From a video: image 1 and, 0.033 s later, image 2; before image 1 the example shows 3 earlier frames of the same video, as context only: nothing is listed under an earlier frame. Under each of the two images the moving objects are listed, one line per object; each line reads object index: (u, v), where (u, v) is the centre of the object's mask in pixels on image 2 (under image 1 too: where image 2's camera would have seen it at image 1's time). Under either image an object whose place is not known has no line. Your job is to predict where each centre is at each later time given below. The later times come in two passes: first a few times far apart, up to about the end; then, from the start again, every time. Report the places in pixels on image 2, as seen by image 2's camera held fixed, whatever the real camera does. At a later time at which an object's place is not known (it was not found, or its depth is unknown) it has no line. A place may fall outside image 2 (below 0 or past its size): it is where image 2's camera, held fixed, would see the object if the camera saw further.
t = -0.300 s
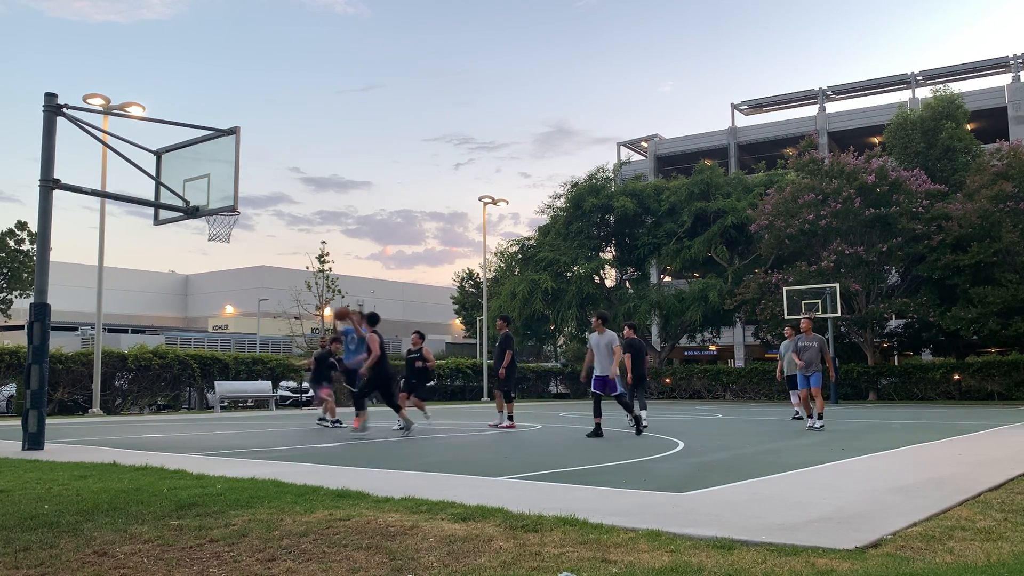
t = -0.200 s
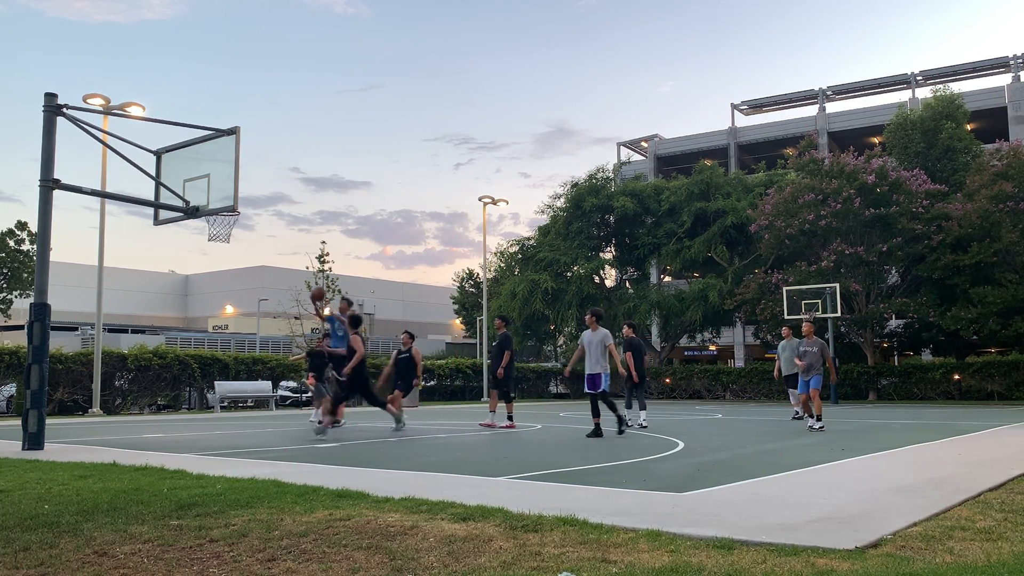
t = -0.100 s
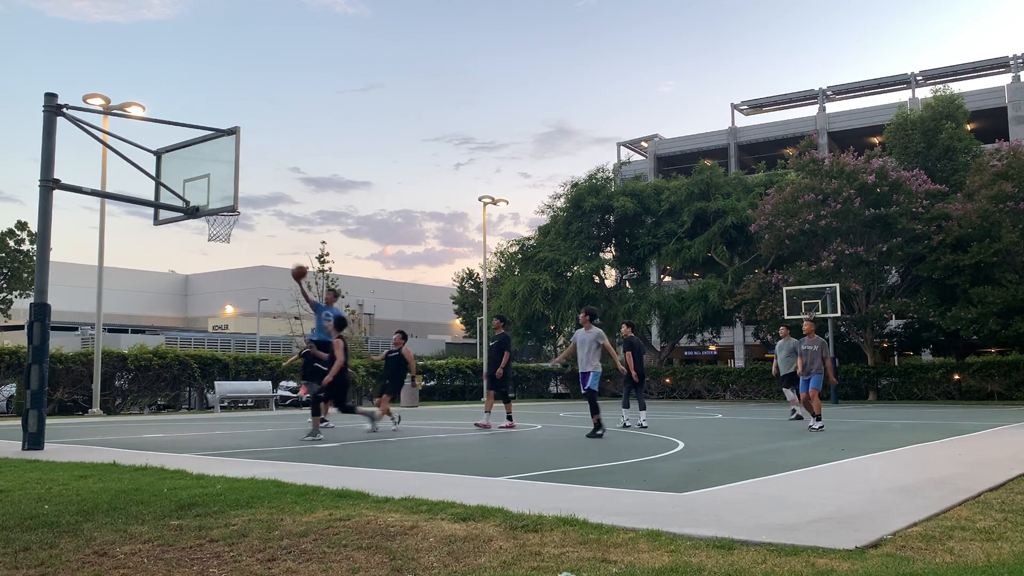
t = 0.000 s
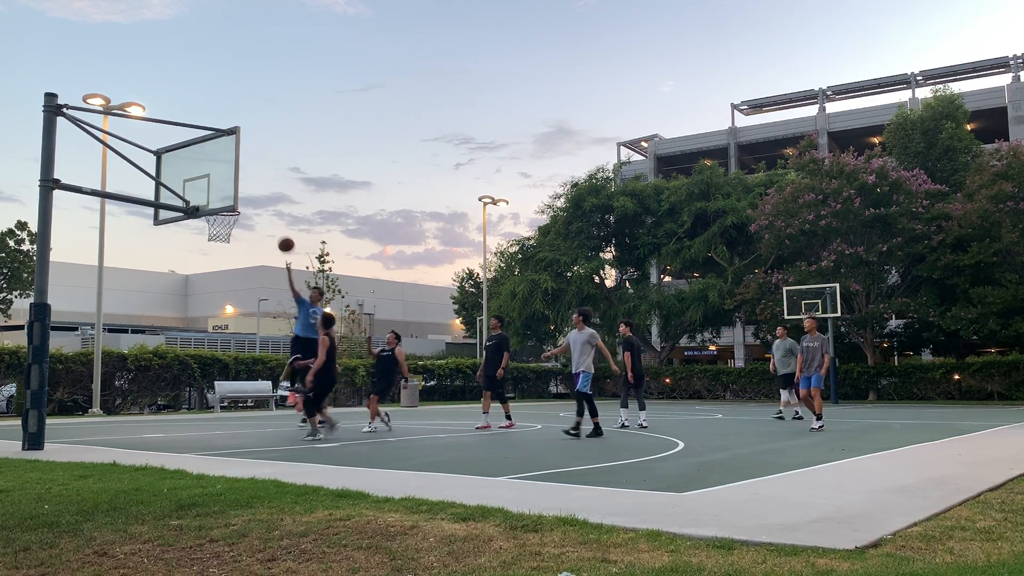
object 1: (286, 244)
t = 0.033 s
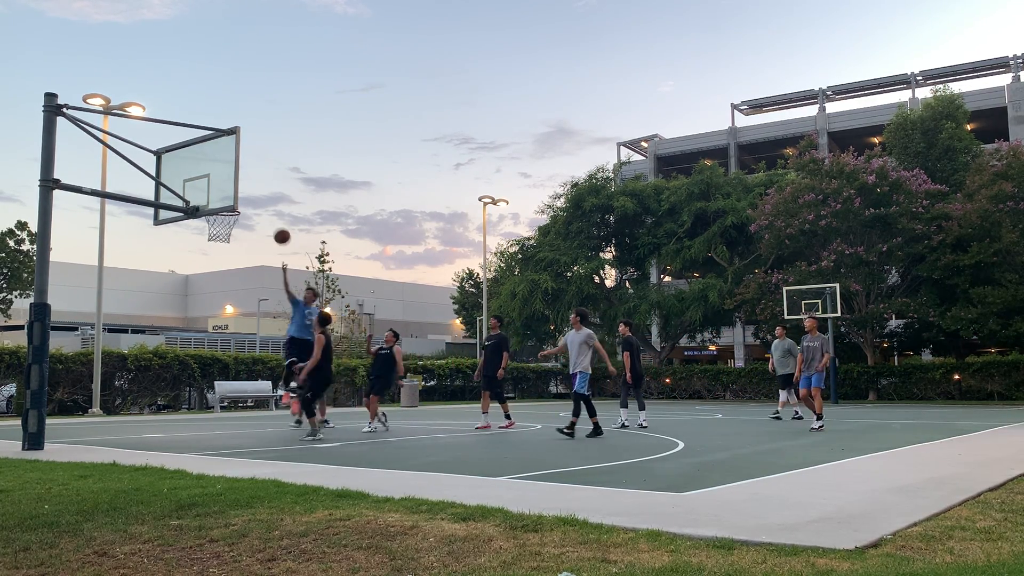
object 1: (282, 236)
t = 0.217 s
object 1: (259, 203)
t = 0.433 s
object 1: (228, 191)
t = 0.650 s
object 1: (201, 197)
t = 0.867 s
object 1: (215, 191)
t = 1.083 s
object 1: (225, 201)
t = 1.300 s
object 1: (219, 214)
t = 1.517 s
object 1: (226, 230)
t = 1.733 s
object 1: (224, 246)
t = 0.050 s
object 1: (280, 232)
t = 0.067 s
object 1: (278, 229)
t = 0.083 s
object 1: (276, 225)
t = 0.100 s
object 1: (274, 222)
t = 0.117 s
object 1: (272, 219)
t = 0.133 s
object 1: (269, 216)
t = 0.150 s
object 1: (267, 213)
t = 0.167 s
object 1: (265, 210)
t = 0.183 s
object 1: (263, 207)
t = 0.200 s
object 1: (261, 205)
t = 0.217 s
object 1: (259, 203)
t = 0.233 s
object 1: (257, 201)
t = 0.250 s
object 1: (254, 199)
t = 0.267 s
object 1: (252, 198)
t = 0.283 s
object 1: (250, 196)
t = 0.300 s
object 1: (248, 195)
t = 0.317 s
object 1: (246, 194)
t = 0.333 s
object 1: (245, 193)
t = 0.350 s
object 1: (244, 192)
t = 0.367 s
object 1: (240, 191)
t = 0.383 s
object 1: (238, 191)
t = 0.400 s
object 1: (233, 191)
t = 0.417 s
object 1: (229, 191)
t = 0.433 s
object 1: (228, 191)
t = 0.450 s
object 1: (227, 192)
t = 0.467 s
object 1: (225, 192)
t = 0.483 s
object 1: (223, 193)
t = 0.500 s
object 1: (220, 194)
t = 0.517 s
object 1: (218, 195)
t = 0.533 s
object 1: (216, 197)
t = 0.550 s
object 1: (213, 198)
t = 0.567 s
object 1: (211, 199)
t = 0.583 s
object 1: (208, 202)
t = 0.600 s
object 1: (206, 202)
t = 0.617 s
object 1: (205, 200)
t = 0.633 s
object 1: (203, 198)
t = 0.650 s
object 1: (201, 197)
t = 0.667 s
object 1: (200, 195)
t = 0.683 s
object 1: (199, 194)
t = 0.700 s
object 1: (198, 192)
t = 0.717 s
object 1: (199, 191)
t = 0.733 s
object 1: (200, 190)
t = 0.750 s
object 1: (202, 190)
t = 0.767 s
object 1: (204, 189)
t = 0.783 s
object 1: (206, 189)
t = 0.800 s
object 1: (208, 189)
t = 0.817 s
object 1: (210, 189)
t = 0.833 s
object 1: (211, 190)
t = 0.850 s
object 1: (213, 190)
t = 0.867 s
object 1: (215, 191)
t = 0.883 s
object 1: (217, 192)
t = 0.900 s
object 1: (219, 193)
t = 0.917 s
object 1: (220, 194)
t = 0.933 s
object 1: (222, 196)
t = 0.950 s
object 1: (224, 197)
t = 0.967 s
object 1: (225, 198)
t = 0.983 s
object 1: (226, 199)
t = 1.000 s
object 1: (227, 200)
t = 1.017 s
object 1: (228, 202)
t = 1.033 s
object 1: (228, 202)
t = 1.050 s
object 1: (227, 201)
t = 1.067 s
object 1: (226, 201)
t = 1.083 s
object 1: (225, 201)
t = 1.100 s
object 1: (224, 201)
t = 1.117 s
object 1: (223, 201)
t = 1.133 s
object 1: (222, 202)
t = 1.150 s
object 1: (220, 202)
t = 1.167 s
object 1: (219, 202)
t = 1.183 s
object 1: (218, 203)
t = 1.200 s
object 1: (216, 203)
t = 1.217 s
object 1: (216, 203)
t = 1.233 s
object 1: (216, 204)
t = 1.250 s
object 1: (216, 204)
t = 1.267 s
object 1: (216, 205)
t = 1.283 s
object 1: (220, 217)
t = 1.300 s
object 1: (219, 214)
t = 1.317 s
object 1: (221, 218)
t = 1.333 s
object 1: (222, 218)
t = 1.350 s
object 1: (222, 219)
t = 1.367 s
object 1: (222, 220)
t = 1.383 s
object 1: (223, 222)
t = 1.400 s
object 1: (224, 224)
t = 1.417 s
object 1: (224, 225)
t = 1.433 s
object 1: (225, 227)
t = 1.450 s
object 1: (225, 228)
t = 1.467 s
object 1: (225, 229)
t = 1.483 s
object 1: (226, 229)
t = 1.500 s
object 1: (226, 229)
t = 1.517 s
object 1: (226, 230)
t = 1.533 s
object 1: (226, 230)
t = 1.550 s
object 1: (226, 231)
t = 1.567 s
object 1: (226, 231)
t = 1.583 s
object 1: (226, 232)
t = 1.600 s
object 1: (226, 233)
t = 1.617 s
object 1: (226, 234)
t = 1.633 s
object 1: (226, 235)
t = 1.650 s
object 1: (226, 236)
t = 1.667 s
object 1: (225, 237)
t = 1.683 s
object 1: (225, 239)
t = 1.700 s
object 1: (225, 241)
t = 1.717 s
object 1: (224, 243)
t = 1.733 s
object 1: (224, 246)
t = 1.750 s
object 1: (224, 247)
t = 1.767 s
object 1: (224, 250)
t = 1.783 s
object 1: (224, 252)
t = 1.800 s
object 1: (223, 255)
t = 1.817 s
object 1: (223, 258)
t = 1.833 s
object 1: (223, 262)
